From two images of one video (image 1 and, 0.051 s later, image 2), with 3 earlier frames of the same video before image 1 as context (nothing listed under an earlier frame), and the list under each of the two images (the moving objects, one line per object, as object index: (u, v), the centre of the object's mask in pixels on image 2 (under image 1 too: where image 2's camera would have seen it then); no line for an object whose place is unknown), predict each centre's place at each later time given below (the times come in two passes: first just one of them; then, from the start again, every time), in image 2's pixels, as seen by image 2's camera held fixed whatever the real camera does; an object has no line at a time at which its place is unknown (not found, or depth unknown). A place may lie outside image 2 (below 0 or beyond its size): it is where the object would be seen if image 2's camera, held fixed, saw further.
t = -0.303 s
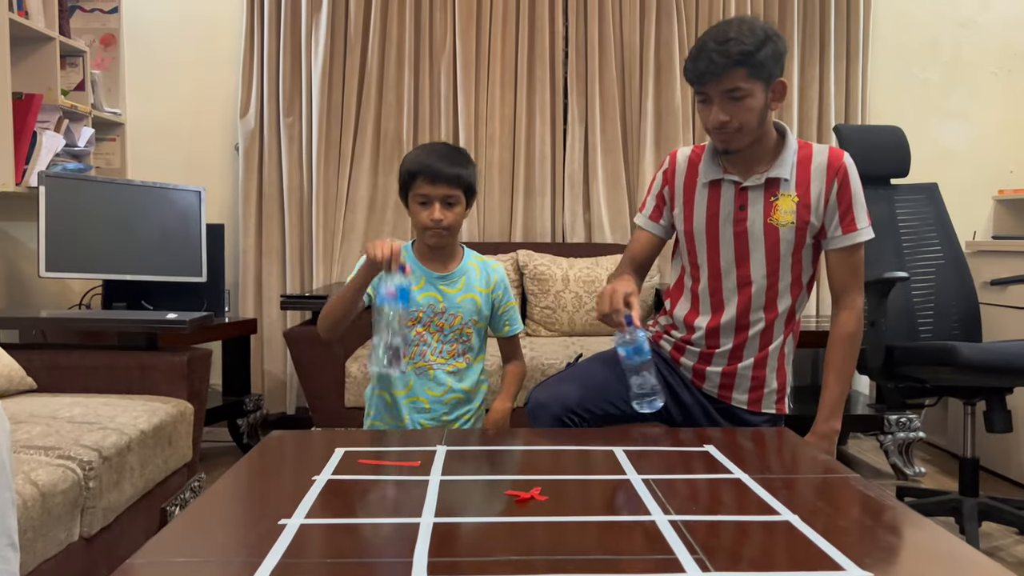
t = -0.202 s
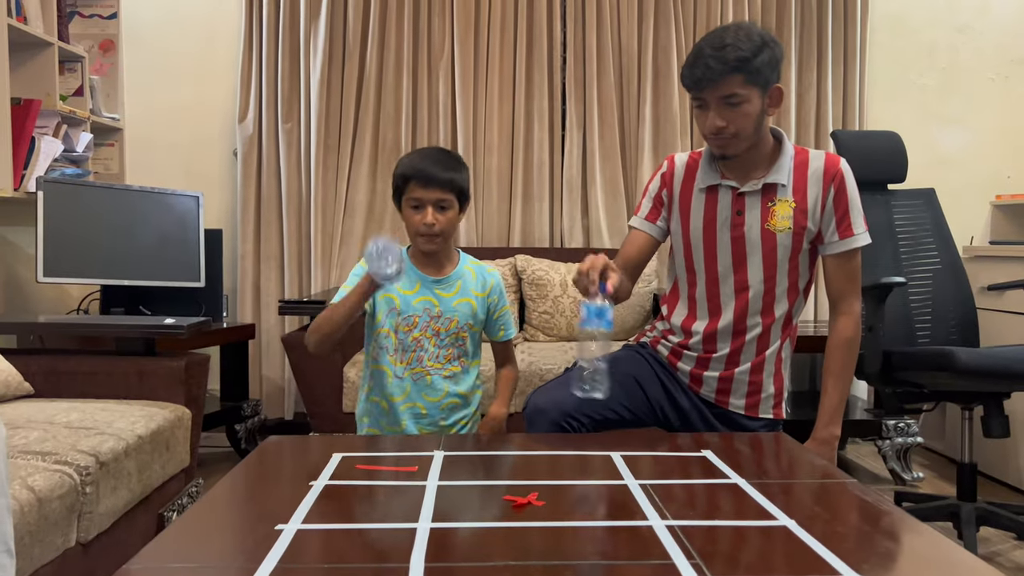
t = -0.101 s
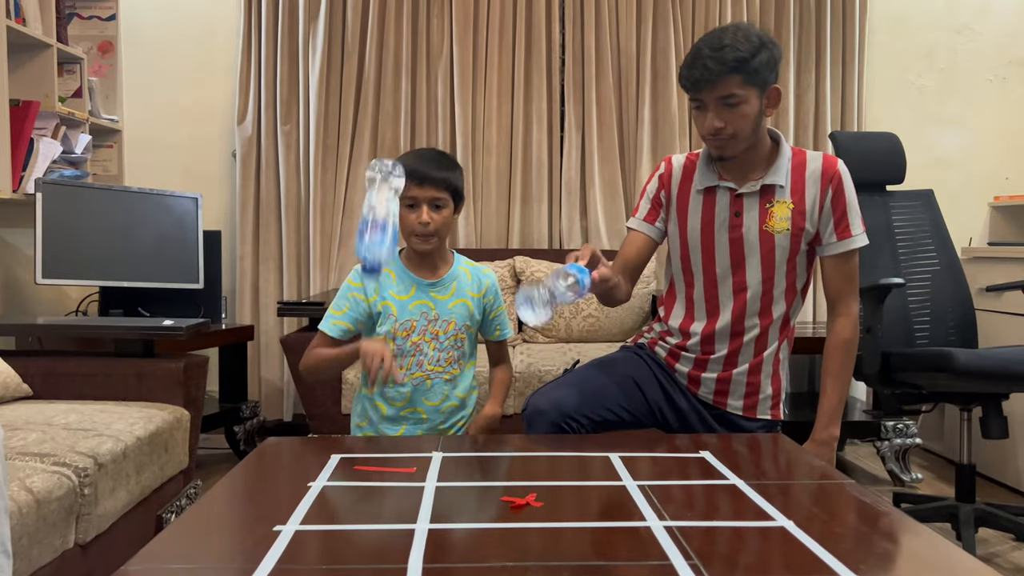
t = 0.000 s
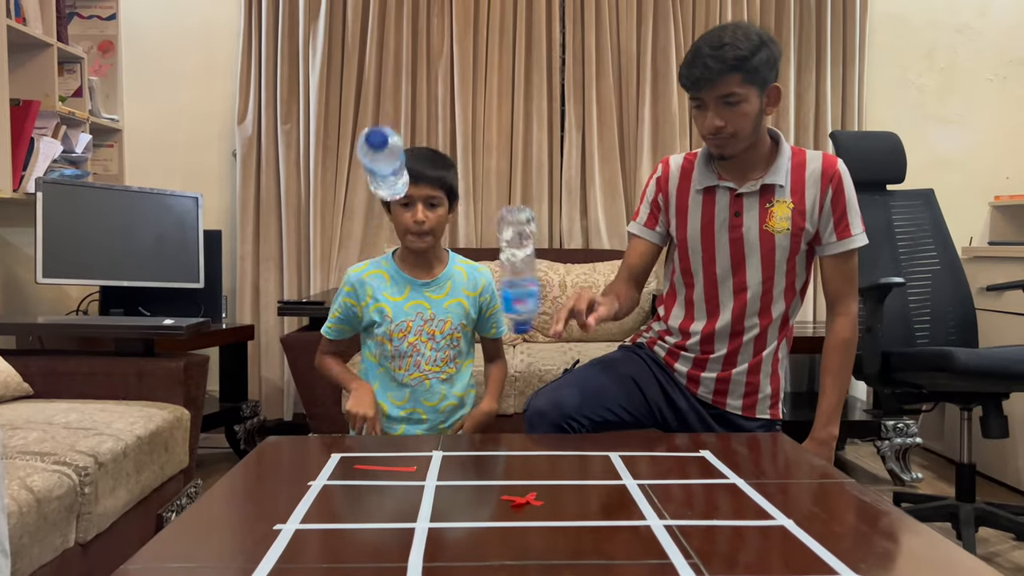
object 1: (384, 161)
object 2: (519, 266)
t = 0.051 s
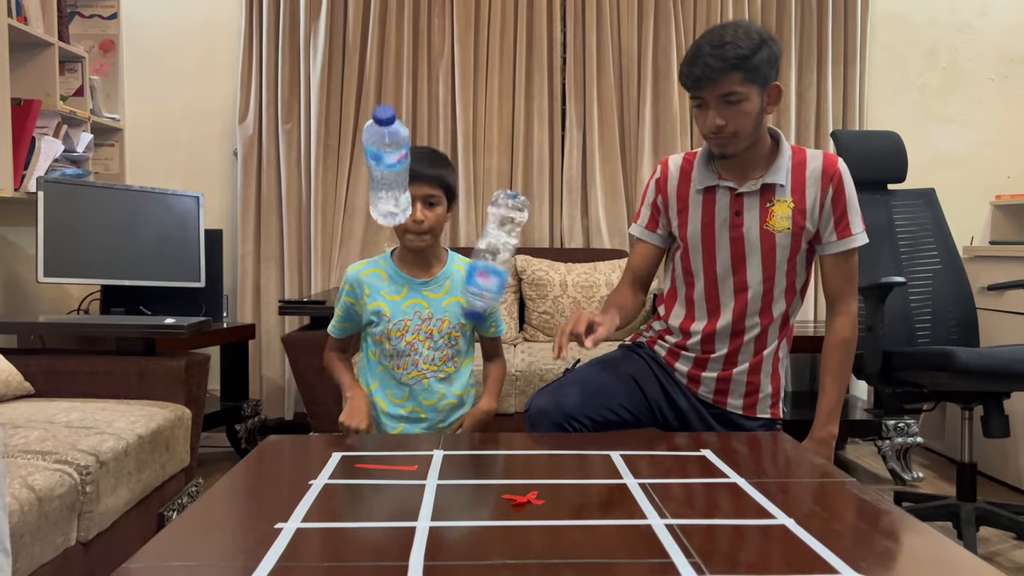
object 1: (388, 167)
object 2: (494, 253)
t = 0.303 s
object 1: (384, 470)
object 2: (450, 398)
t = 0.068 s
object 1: (389, 173)
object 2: (486, 251)
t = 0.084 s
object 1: (390, 182)
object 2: (479, 247)
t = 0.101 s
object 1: (391, 193)
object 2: (472, 244)
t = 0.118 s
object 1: (392, 208)
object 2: (466, 243)
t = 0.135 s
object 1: (393, 223)
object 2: (461, 244)
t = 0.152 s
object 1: (393, 244)
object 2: (456, 247)
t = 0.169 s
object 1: (392, 264)
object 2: (455, 254)
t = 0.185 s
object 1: (391, 290)
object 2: (457, 263)
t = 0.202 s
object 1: (390, 317)
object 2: (458, 276)
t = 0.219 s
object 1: (388, 352)
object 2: (459, 291)
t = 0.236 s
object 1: (388, 381)
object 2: (457, 309)
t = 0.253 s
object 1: (387, 419)
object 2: (456, 327)
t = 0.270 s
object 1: (386, 453)
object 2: (455, 348)
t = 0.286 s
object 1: (387, 460)
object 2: (452, 373)
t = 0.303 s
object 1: (384, 470)
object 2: (450, 398)
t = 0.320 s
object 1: (383, 479)
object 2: (448, 427)
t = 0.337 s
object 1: (381, 482)
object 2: (450, 449)
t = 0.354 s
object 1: (378, 484)
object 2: (454, 463)
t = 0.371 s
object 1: (376, 485)
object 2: (456, 482)
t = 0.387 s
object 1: (374, 489)
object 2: (455, 493)
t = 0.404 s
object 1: (373, 489)
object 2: (456, 493)
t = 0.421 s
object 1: (371, 489)
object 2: (457, 496)
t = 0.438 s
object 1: (370, 489)
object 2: (457, 496)
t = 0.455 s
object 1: (368, 489)
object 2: (457, 498)
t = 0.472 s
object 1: (366, 489)
